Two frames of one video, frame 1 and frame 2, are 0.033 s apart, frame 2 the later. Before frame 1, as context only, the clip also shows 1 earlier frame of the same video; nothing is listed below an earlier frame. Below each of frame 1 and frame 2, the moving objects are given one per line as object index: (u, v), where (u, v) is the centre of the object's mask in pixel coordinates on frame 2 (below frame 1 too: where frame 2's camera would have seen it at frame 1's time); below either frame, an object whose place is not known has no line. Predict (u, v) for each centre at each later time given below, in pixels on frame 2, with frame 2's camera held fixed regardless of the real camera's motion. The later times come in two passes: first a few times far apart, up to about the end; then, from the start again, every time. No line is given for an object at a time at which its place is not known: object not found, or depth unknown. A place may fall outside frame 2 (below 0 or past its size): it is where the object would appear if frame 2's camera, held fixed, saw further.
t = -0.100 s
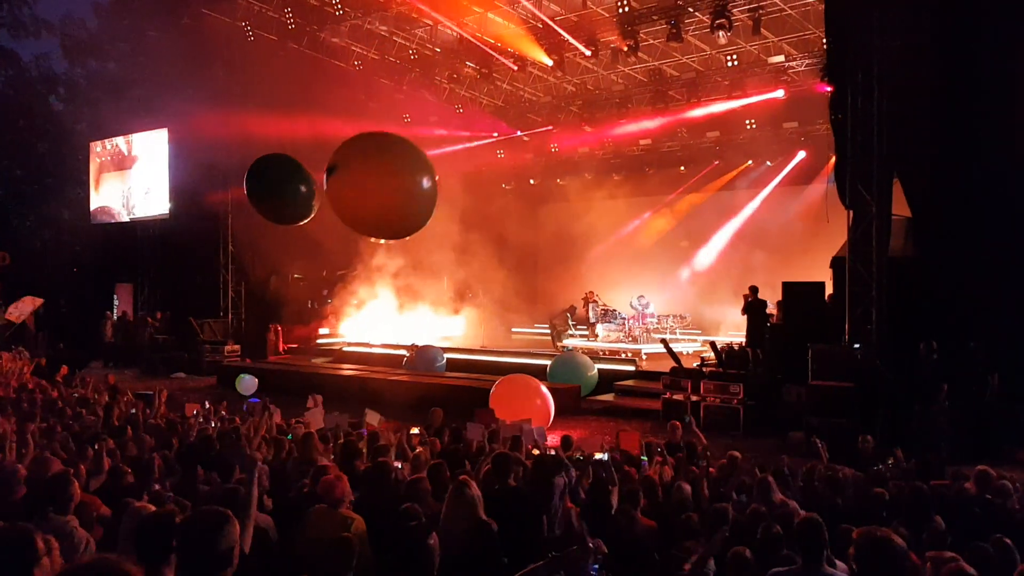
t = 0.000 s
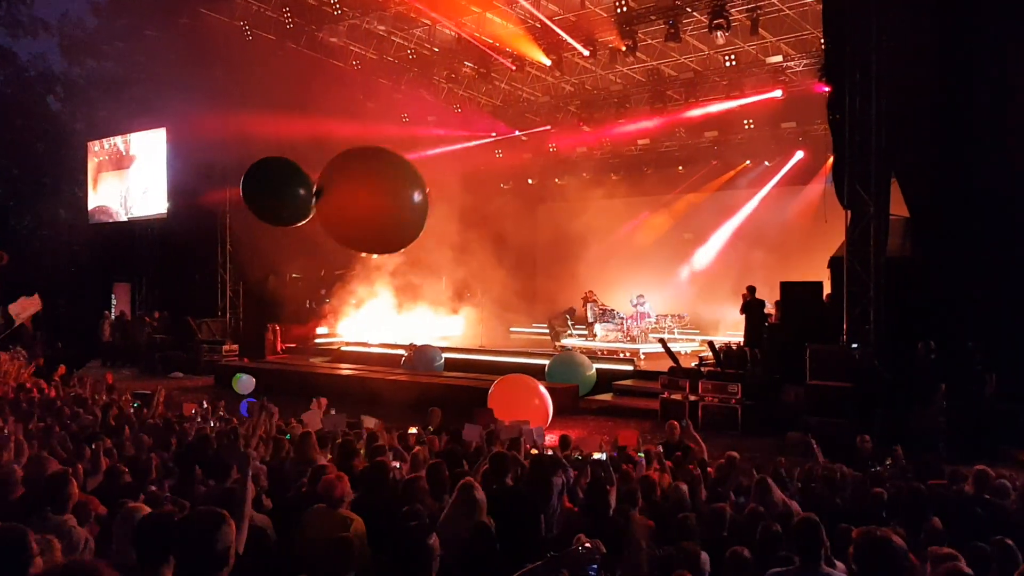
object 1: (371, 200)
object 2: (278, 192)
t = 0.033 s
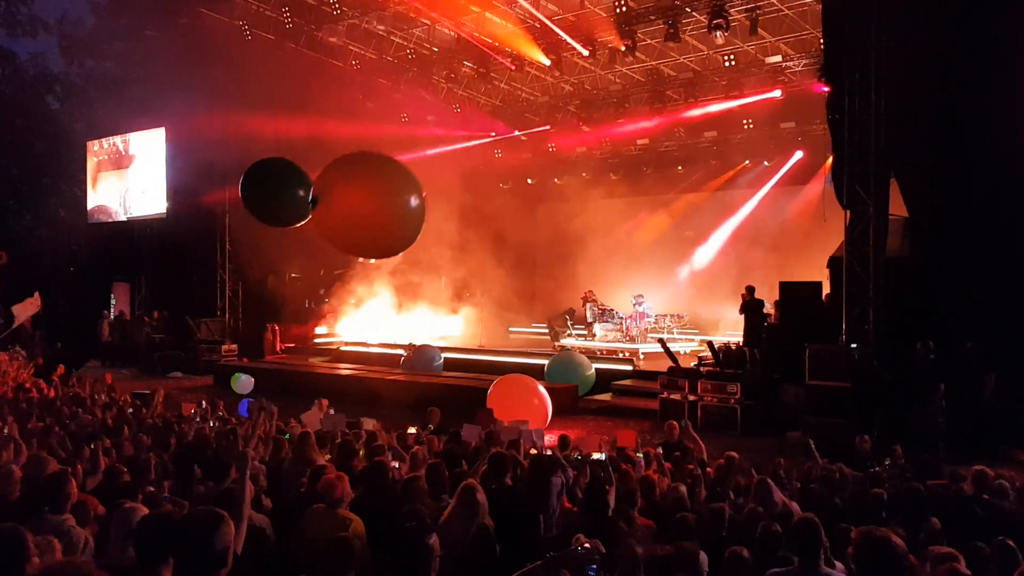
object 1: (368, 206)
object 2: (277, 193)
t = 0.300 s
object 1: (344, 248)
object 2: (274, 200)
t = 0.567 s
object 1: (317, 294)
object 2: (275, 215)
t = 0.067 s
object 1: (365, 211)
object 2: (276, 194)
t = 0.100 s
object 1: (362, 216)
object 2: (275, 194)
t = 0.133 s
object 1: (359, 221)
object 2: (275, 195)
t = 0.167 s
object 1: (357, 227)
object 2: (274, 196)
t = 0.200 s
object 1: (353, 232)
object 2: (274, 197)
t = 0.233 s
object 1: (350, 238)
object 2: (274, 198)
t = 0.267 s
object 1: (347, 243)
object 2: (274, 199)
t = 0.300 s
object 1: (344, 248)
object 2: (274, 200)
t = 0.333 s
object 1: (341, 254)
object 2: (274, 202)
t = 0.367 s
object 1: (337, 259)
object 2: (274, 203)
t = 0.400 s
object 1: (335, 265)
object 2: (275, 205)
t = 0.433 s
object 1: (328, 272)
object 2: (274, 206)
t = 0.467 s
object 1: (327, 276)
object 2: (275, 208)
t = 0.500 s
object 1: (323, 283)
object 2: (275, 210)
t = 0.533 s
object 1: (320, 288)
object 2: (275, 213)
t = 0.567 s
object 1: (317, 294)
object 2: (275, 215)
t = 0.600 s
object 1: (313, 300)
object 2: (275, 217)
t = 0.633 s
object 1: (309, 306)
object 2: (275, 220)
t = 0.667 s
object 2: (275, 222)
